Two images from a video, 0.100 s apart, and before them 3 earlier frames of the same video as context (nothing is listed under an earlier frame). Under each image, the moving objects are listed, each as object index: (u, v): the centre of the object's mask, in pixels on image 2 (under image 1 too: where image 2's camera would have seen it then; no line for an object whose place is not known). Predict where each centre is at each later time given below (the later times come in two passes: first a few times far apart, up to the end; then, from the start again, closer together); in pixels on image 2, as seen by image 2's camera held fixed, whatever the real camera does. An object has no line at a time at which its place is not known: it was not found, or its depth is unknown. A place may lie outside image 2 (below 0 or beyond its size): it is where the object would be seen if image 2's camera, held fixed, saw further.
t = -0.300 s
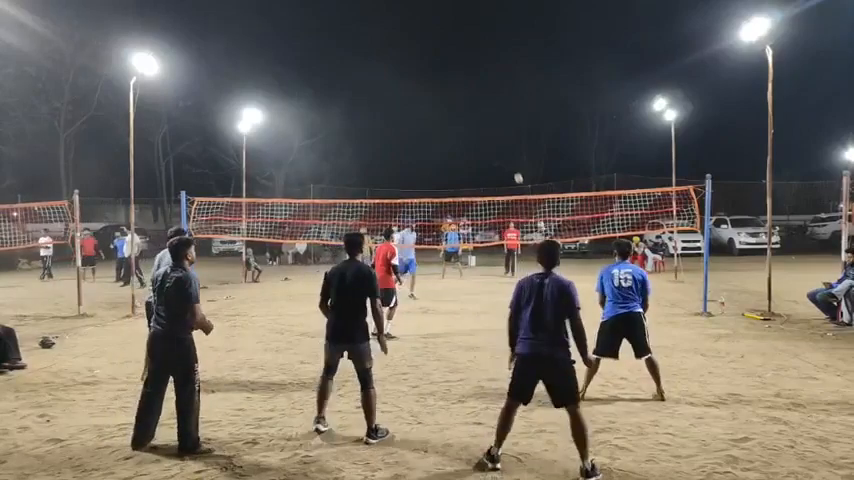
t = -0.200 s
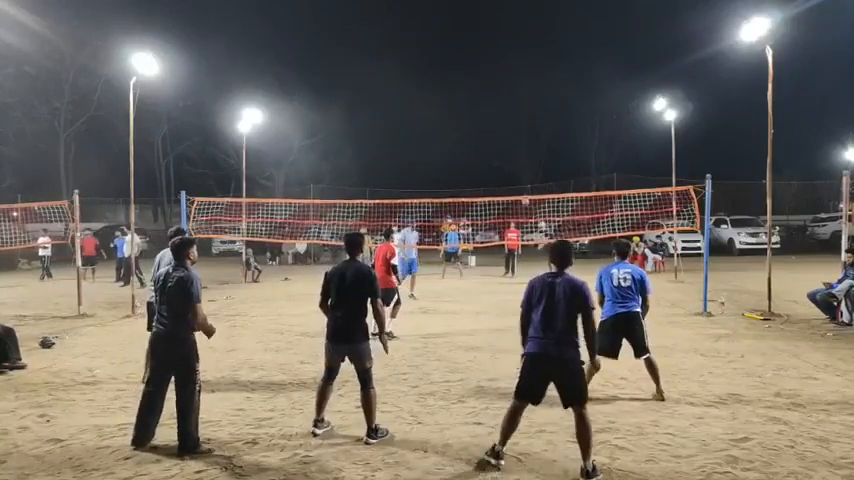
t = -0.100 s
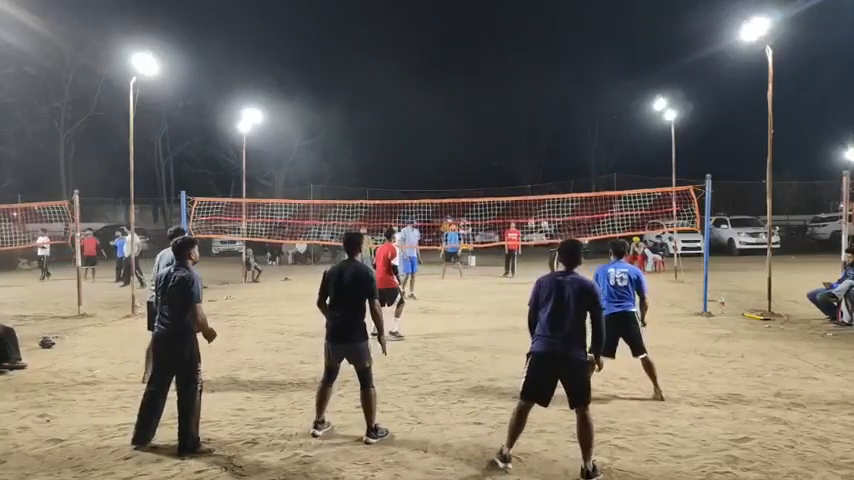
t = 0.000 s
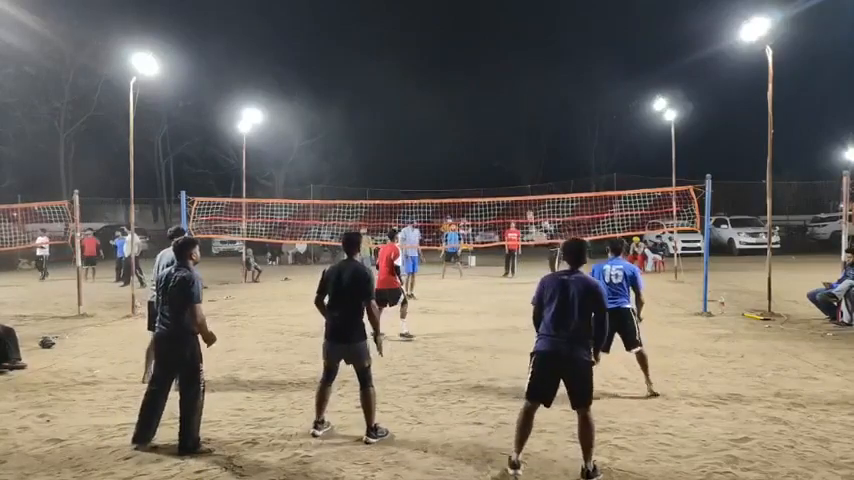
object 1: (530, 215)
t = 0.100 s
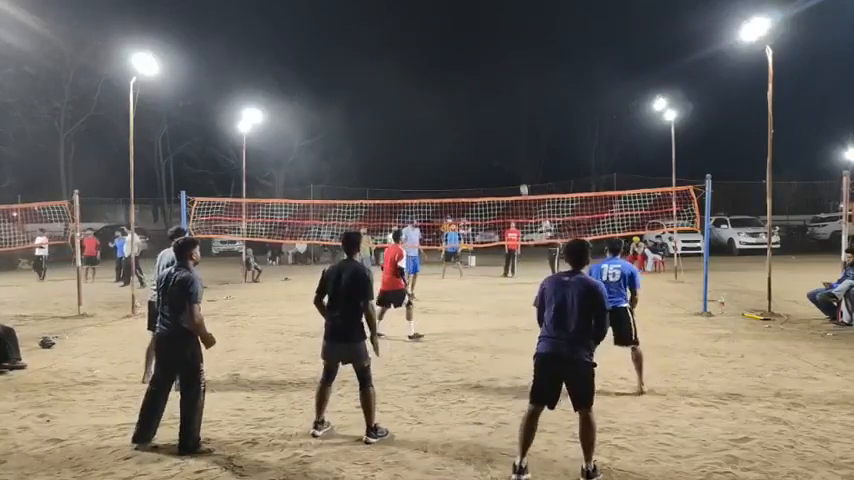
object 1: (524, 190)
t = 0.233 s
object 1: (515, 157)
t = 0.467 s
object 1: (499, 107)
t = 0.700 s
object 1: (479, 70)
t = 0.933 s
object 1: (452, 55)
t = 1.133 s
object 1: (420, 75)
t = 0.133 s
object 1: (521, 182)
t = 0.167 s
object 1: (519, 173)
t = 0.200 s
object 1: (517, 165)
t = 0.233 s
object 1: (515, 157)
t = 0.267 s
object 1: (513, 150)
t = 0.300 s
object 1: (511, 142)
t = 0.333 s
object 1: (509, 134)
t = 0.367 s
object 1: (506, 127)
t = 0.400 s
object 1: (504, 120)
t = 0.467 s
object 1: (499, 107)
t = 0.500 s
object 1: (496, 101)
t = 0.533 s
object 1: (494, 95)
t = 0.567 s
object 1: (491, 89)
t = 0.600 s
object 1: (488, 84)
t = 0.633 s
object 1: (485, 79)
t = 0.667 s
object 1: (482, 74)
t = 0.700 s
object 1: (479, 70)
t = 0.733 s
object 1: (476, 66)
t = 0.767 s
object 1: (472, 63)
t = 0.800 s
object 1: (468, 60)
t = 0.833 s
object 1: (465, 58)
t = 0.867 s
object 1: (461, 56)
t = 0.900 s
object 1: (456, 55)
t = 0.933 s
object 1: (452, 55)
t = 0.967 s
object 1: (447, 56)
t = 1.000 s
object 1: (442, 57)
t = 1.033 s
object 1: (437, 60)
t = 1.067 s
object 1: (432, 64)
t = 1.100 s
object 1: (426, 69)
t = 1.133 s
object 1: (420, 75)
